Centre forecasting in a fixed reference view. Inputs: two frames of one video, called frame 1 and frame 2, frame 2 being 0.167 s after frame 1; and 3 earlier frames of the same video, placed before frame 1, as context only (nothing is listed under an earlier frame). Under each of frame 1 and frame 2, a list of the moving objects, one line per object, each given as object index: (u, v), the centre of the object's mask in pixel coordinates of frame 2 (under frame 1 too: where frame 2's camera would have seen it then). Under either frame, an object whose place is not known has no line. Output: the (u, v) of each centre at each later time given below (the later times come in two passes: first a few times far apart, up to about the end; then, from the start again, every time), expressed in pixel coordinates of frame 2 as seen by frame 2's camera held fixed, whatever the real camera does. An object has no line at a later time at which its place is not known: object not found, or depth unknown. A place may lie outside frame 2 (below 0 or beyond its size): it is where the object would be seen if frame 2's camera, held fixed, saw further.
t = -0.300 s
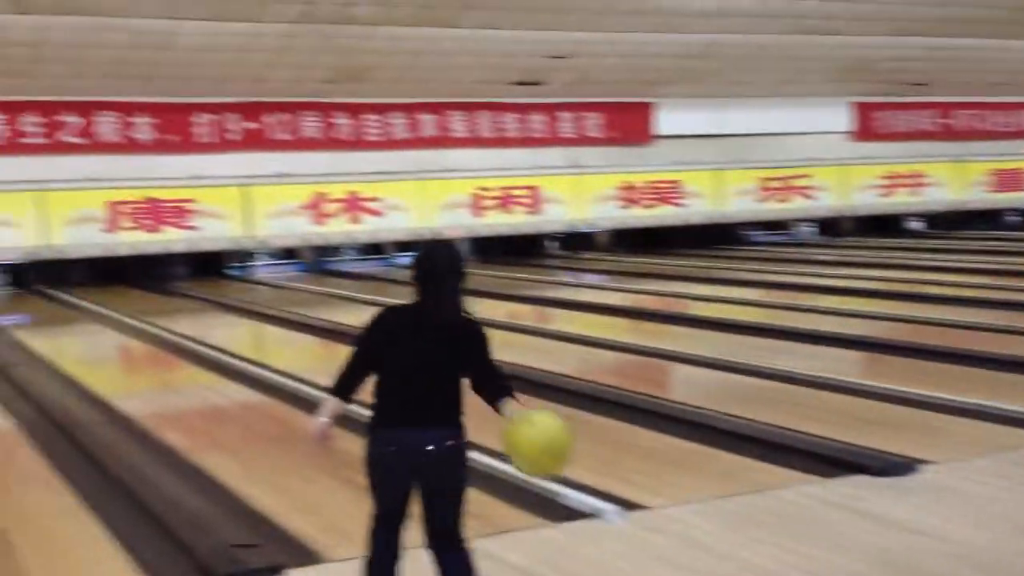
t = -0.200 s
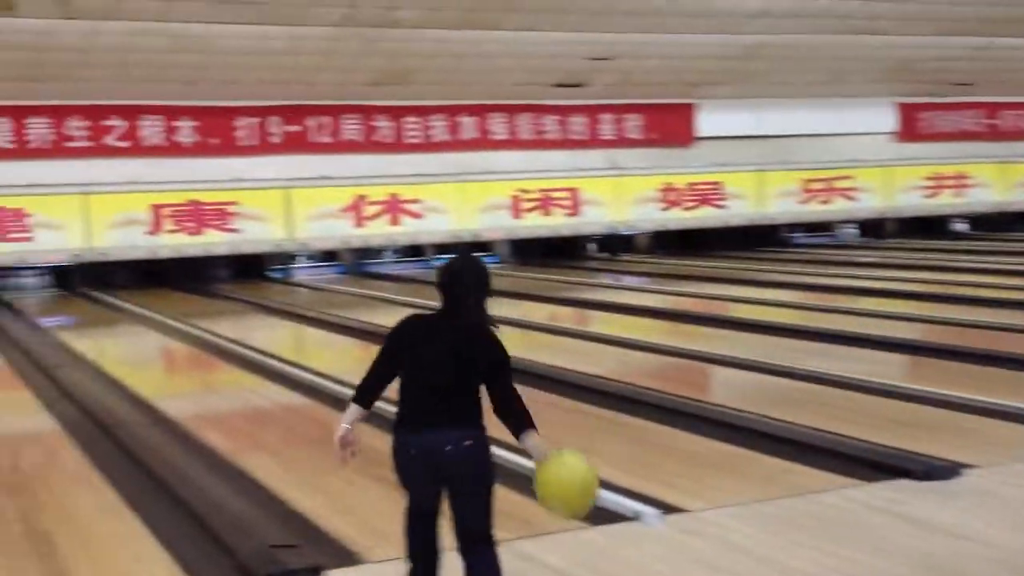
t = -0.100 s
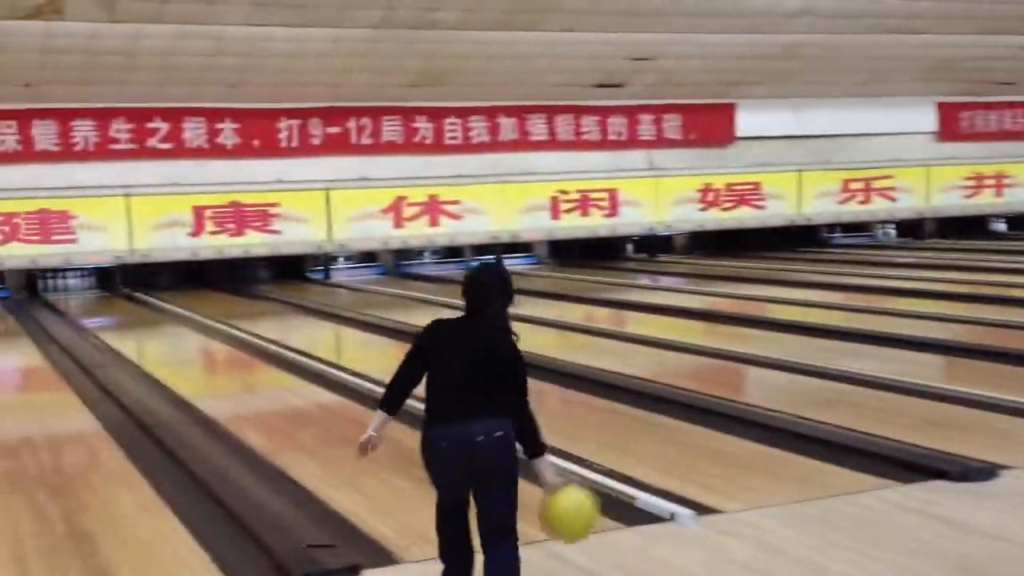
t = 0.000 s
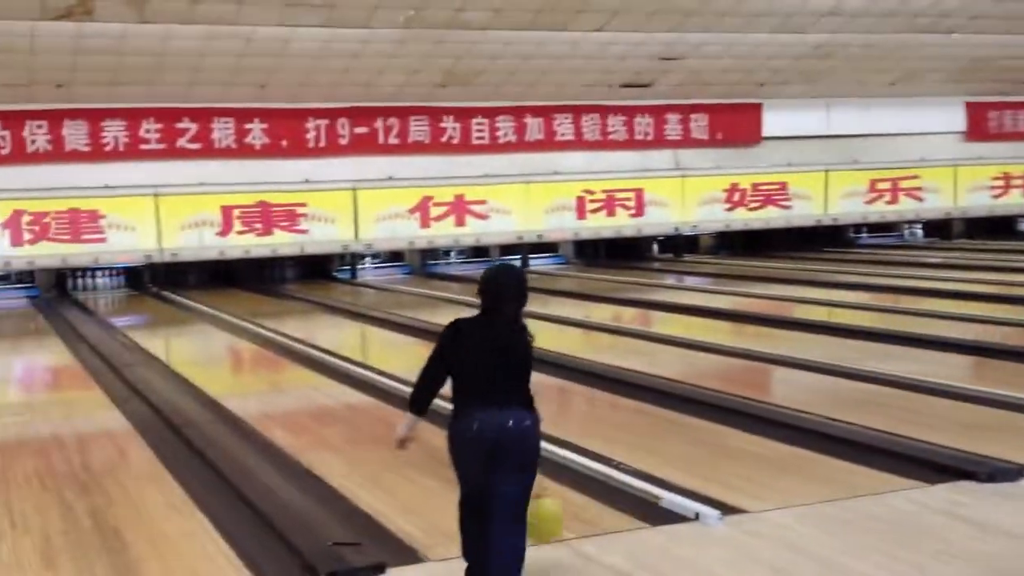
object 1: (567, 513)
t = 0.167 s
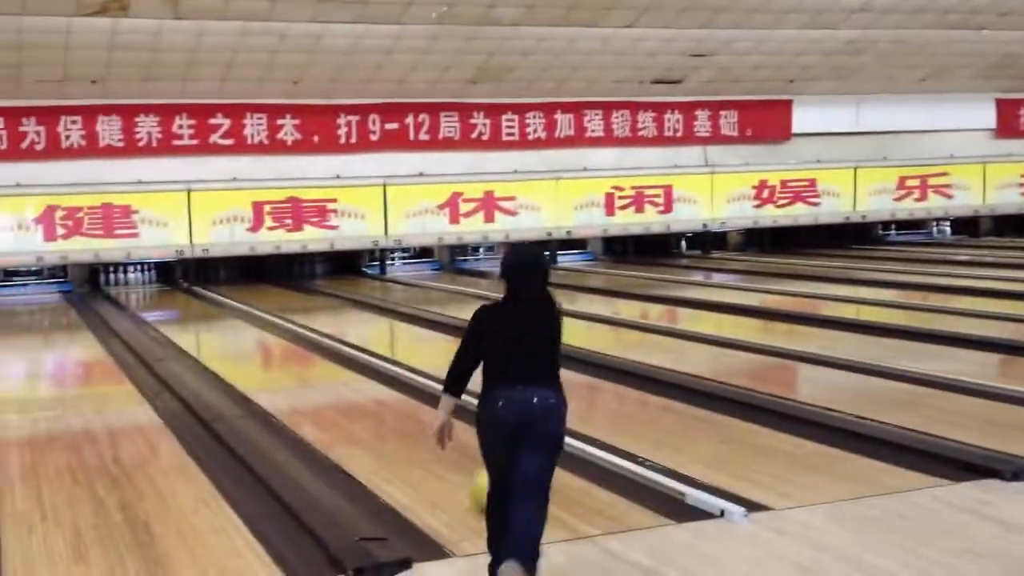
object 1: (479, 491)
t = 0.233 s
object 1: (468, 476)
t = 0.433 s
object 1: (411, 437)
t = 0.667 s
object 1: (364, 405)
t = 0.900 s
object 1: (328, 382)
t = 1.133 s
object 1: (299, 363)
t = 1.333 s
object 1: (281, 353)
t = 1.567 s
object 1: (263, 339)
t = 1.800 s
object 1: (246, 328)
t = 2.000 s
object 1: (235, 321)
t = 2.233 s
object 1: (231, 313)
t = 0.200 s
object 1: (474, 484)
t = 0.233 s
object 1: (468, 476)
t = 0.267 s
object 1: (458, 468)
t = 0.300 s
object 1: (446, 460)
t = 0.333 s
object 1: (438, 455)
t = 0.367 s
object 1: (428, 448)
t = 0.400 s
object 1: (420, 442)
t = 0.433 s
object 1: (411, 437)
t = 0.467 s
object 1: (403, 432)
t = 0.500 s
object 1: (395, 427)
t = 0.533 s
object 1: (388, 423)
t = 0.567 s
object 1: (382, 417)
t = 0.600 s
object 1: (376, 413)
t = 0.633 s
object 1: (369, 410)
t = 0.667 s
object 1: (364, 405)
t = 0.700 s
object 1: (358, 403)
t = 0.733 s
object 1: (352, 400)
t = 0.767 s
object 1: (346, 396)
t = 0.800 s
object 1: (342, 393)
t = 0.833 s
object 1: (336, 388)
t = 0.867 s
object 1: (330, 385)
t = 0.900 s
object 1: (328, 382)
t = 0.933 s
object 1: (322, 379)
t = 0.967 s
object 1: (318, 376)
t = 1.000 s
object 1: (314, 372)
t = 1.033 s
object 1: (311, 370)
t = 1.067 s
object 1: (307, 368)
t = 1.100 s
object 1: (303, 365)
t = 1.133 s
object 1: (299, 363)
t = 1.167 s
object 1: (297, 361)
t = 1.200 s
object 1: (295, 359)
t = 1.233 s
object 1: (291, 358)
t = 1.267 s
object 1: (288, 356)
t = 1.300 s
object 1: (284, 354)
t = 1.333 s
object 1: (281, 353)
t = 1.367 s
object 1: (278, 351)
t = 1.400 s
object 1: (276, 348)
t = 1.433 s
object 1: (275, 347)
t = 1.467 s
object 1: (269, 347)
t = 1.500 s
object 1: (268, 343)
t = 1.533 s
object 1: (265, 341)
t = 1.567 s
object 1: (263, 339)
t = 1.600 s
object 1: (261, 338)
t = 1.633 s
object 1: (258, 337)
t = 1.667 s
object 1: (255, 335)
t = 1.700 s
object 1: (252, 333)
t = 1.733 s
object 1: (251, 332)
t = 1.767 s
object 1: (248, 329)
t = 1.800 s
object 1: (246, 328)
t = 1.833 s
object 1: (245, 327)
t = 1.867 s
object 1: (243, 326)
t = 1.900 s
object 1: (241, 324)
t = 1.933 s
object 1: (238, 323)
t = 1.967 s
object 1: (237, 322)
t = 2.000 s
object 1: (235, 321)
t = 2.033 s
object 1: (233, 318)
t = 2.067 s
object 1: (232, 317)
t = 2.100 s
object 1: (231, 317)
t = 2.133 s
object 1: (230, 316)
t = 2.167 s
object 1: (228, 315)
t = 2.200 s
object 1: (227, 314)
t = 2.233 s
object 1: (231, 313)
